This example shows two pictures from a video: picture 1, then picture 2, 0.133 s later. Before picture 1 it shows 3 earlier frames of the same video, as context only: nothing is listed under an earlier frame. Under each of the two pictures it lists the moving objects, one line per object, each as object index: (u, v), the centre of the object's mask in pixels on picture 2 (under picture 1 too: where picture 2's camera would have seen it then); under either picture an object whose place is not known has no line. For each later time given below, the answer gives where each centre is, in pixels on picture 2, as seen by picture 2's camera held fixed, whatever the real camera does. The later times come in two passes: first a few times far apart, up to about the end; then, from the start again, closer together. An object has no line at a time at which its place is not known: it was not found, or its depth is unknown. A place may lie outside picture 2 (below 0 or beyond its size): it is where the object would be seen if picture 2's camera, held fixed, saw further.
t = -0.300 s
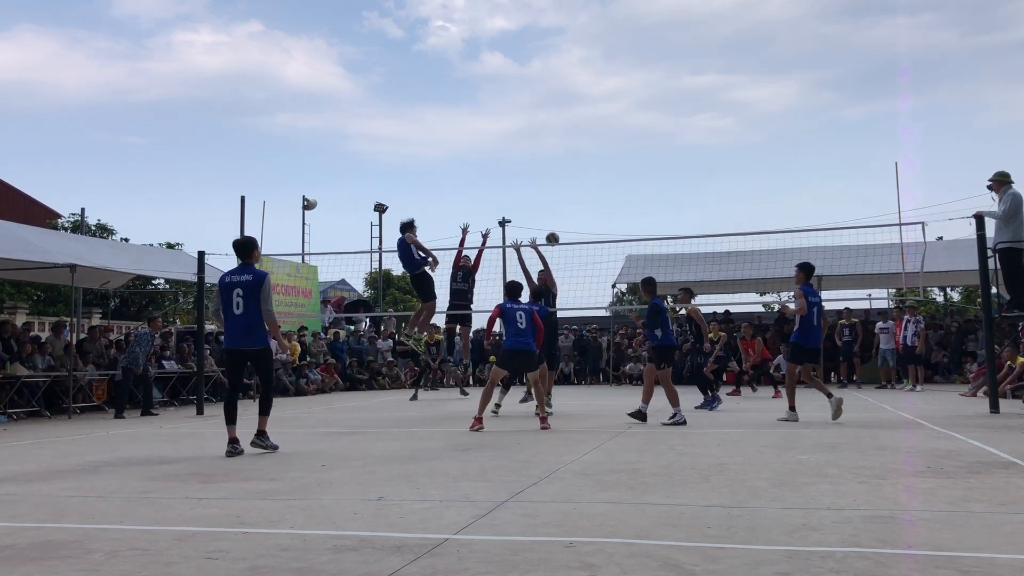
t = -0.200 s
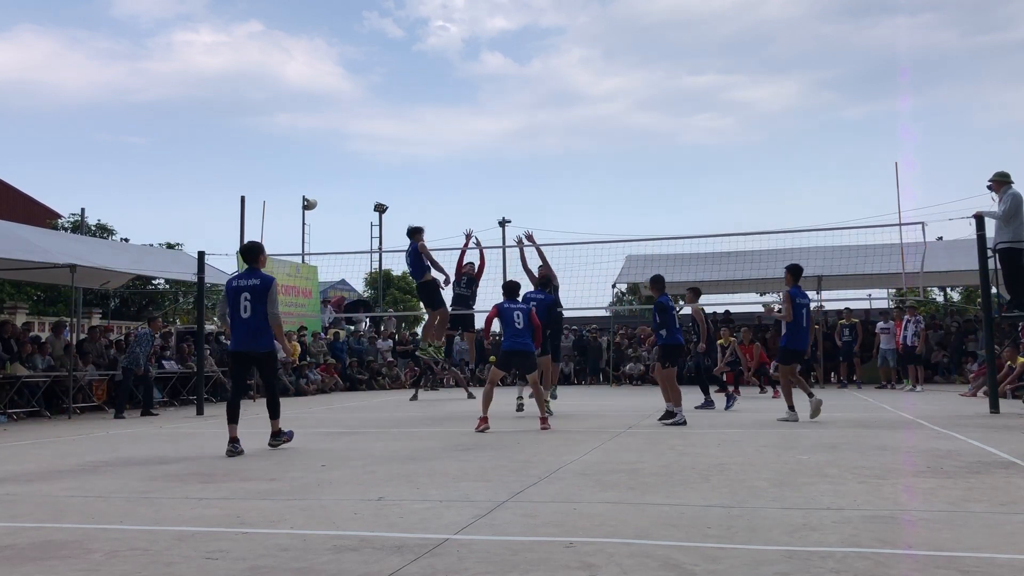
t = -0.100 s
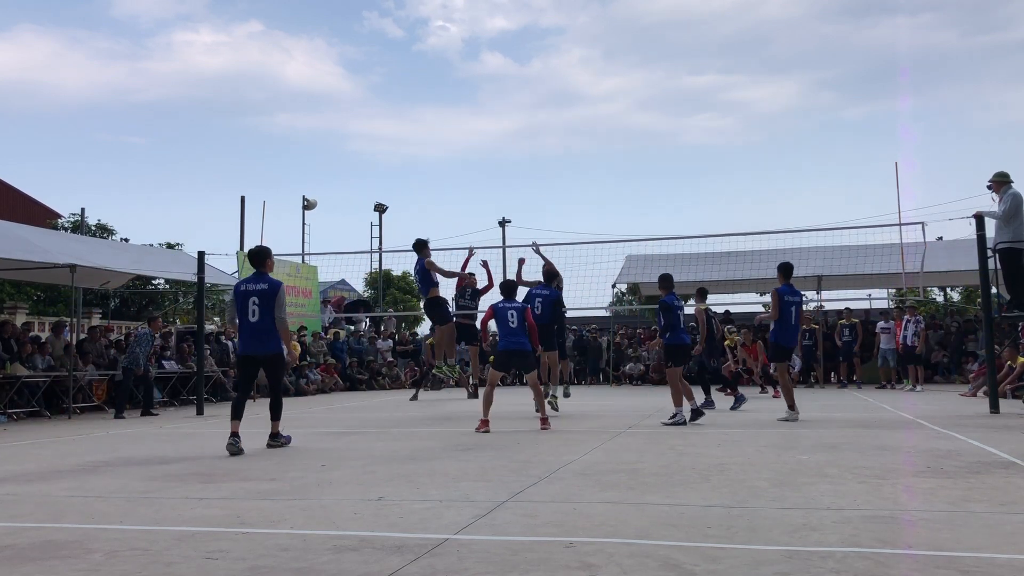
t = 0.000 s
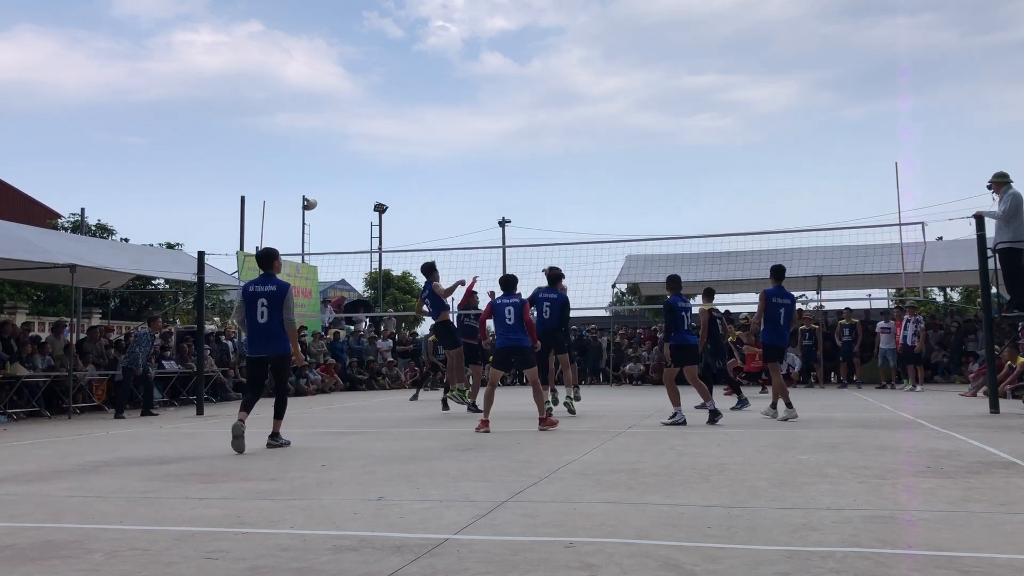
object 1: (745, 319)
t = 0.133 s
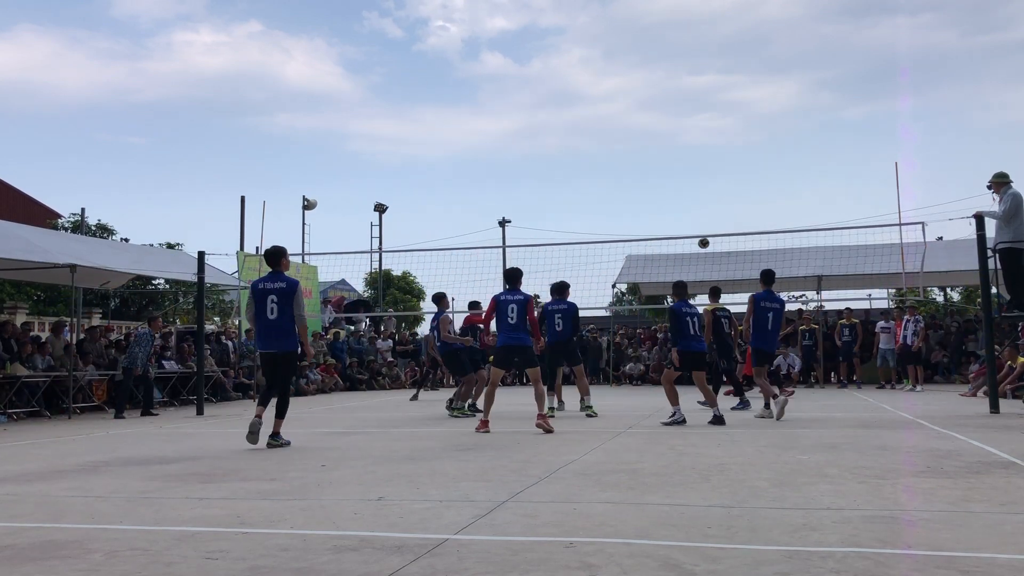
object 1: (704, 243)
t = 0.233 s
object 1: (676, 197)
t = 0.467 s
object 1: (618, 120)
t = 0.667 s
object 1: (577, 83)
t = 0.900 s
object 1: (535, 69)
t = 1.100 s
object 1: (505, 77)
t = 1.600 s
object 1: (443, 165)
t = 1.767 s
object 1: (426, 212)
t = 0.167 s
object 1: (694, 227)
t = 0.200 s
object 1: (684, 212)
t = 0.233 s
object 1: (676, 197)
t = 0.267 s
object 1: (667, 184)
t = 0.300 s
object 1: (658, 171)
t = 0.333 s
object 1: (650, 159)
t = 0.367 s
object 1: (642, 148)
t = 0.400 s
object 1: (634, 138)
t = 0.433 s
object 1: (626, 129)
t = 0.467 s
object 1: (618, 120)
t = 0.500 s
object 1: (611, 112)
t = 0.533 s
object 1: (604, 105)
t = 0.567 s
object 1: (597, 98)
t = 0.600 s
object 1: (590, 93)
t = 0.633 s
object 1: (584, 88)
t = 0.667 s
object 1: (577, 83)
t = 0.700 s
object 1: (571, 79)
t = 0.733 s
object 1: (565, 76)
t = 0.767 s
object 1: (559, 73)
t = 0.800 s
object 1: (553, 71)
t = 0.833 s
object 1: (547, 70)
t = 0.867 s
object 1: (541, 69)
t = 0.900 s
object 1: (535, 69)
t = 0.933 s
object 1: (530, 69)
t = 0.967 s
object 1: (525, 69)
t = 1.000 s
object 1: (520, 71)
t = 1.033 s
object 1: (515, 72)
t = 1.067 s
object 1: (510, 74)
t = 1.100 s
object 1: (505, 77)
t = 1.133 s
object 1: (500, 80)
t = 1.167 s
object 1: (496, 84)
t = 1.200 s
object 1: (491, 88)
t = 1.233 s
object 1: (486, 92)
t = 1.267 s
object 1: (482, 97)
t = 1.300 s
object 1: (478, 102)
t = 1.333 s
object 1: (474, 108)
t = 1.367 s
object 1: (470, 114)
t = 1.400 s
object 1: (466, 120)
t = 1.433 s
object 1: (462, 127)
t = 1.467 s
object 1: (458, 134)
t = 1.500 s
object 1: (454, 141)
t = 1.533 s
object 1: (450, 149)
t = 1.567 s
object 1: (447, 157)
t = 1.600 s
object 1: (443, 165)
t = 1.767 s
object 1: (426, 212)
